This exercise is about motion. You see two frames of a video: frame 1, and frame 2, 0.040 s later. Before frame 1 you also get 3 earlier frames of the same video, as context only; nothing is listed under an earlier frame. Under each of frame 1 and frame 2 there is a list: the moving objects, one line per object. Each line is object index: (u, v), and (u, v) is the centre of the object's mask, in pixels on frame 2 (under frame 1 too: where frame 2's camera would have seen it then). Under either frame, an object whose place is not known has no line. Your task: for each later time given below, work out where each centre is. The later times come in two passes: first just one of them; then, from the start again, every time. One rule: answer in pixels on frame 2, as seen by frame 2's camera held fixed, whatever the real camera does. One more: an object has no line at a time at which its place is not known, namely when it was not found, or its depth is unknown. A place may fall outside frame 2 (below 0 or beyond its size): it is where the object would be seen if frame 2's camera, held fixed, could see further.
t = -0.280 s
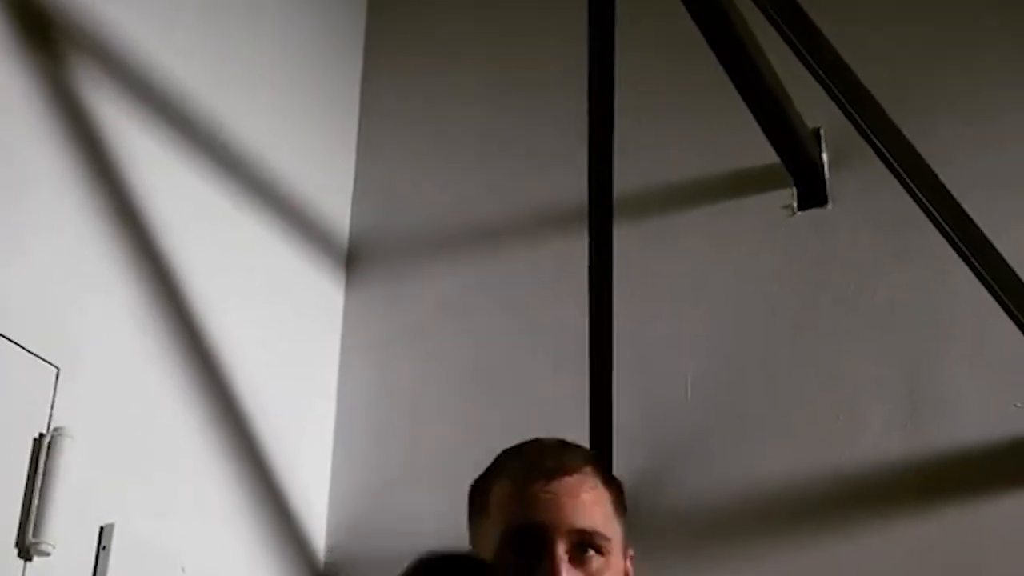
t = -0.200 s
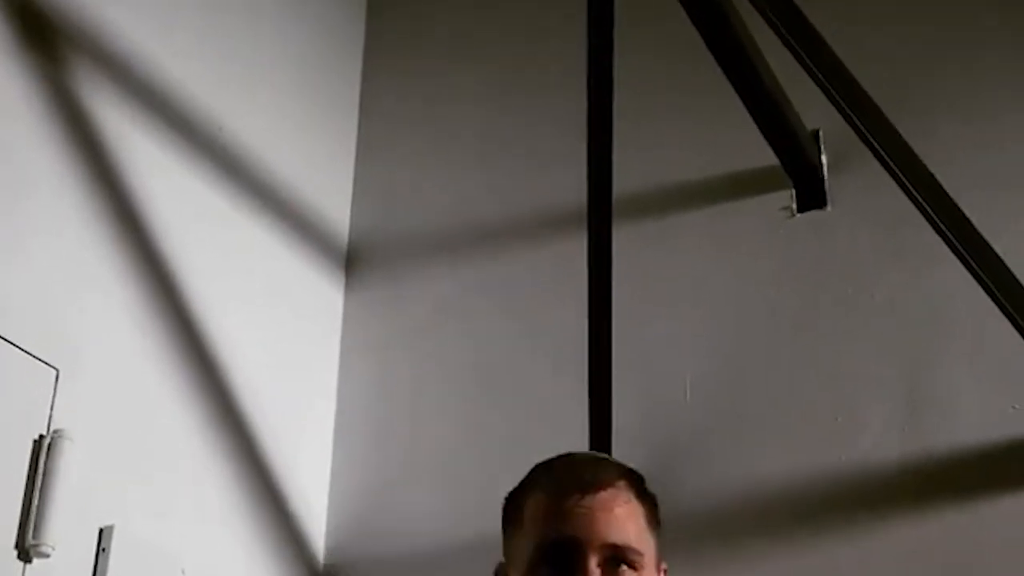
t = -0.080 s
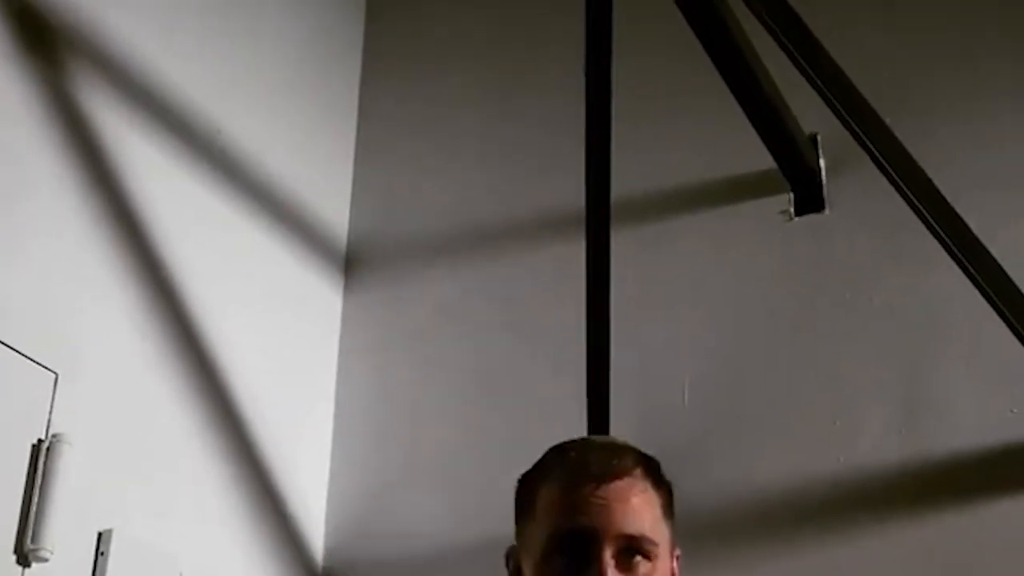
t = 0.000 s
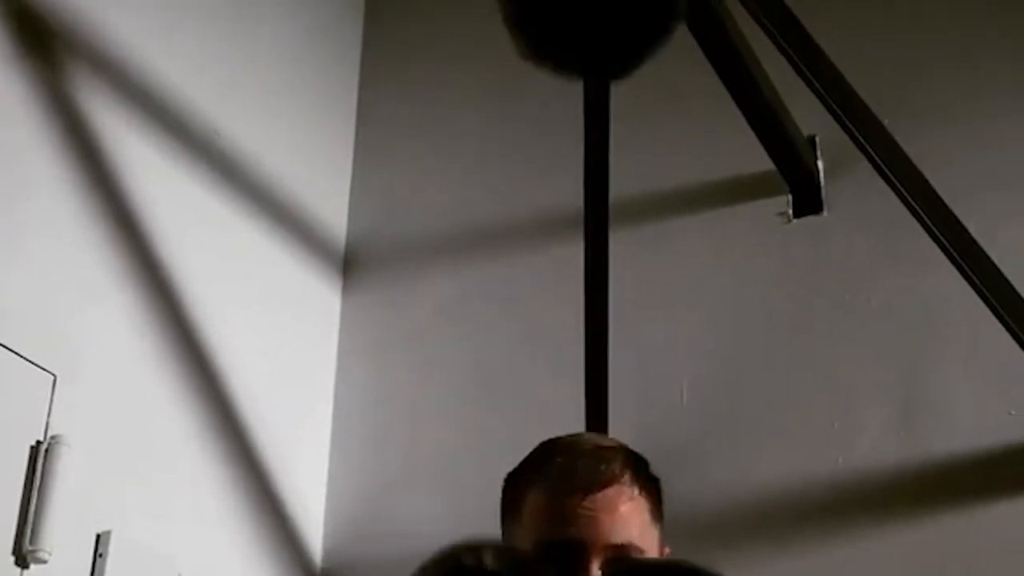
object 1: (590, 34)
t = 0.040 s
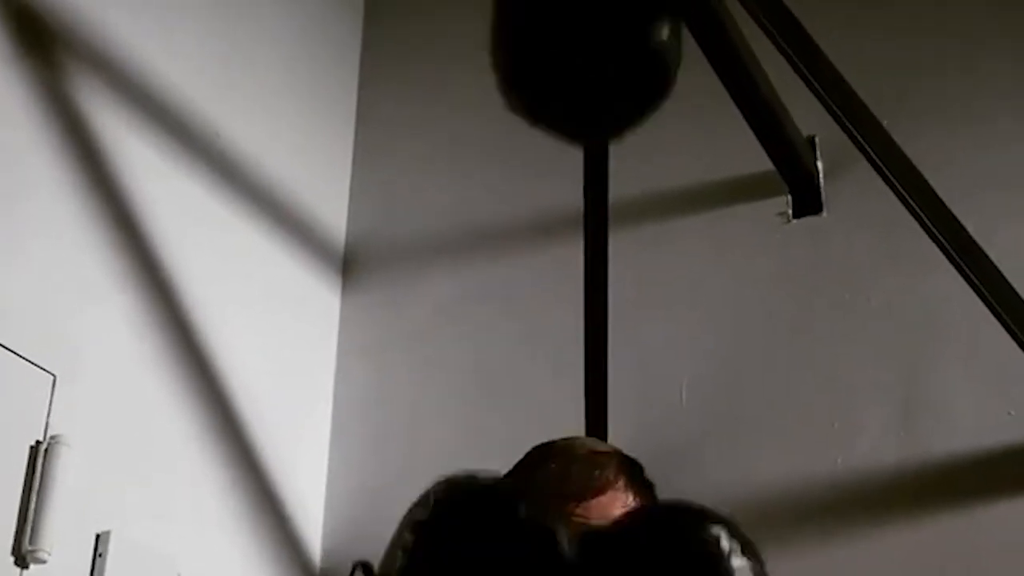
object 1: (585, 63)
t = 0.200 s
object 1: (544, 274)
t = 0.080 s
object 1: (576, 103)
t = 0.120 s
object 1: (566, 166)
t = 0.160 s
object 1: (555, 223)
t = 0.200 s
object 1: (544, 274)
